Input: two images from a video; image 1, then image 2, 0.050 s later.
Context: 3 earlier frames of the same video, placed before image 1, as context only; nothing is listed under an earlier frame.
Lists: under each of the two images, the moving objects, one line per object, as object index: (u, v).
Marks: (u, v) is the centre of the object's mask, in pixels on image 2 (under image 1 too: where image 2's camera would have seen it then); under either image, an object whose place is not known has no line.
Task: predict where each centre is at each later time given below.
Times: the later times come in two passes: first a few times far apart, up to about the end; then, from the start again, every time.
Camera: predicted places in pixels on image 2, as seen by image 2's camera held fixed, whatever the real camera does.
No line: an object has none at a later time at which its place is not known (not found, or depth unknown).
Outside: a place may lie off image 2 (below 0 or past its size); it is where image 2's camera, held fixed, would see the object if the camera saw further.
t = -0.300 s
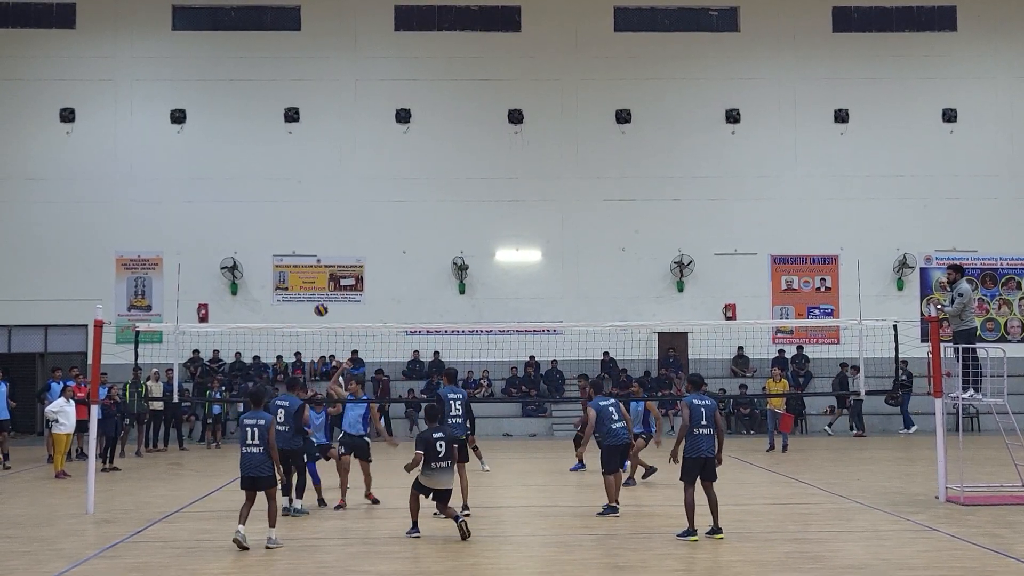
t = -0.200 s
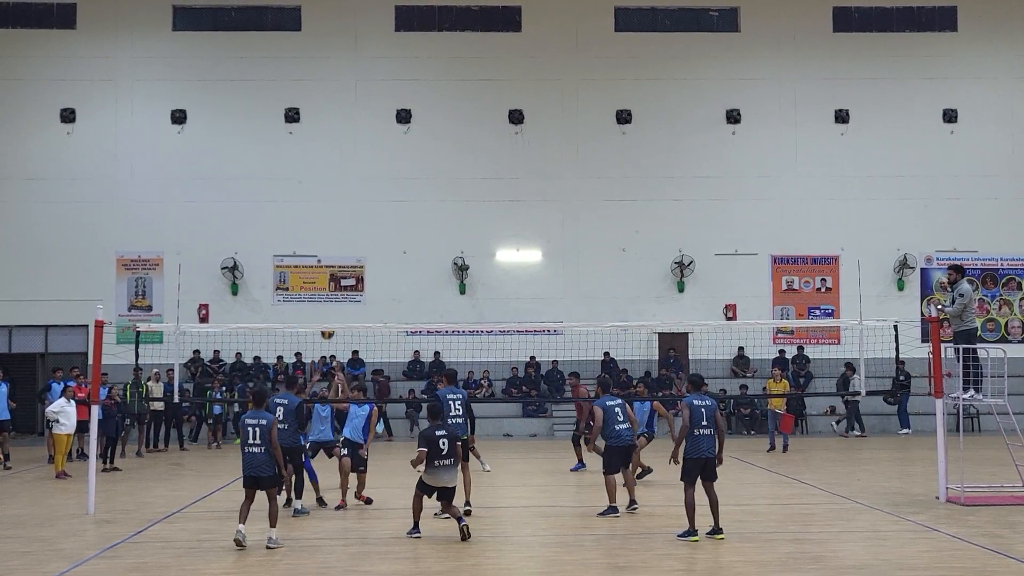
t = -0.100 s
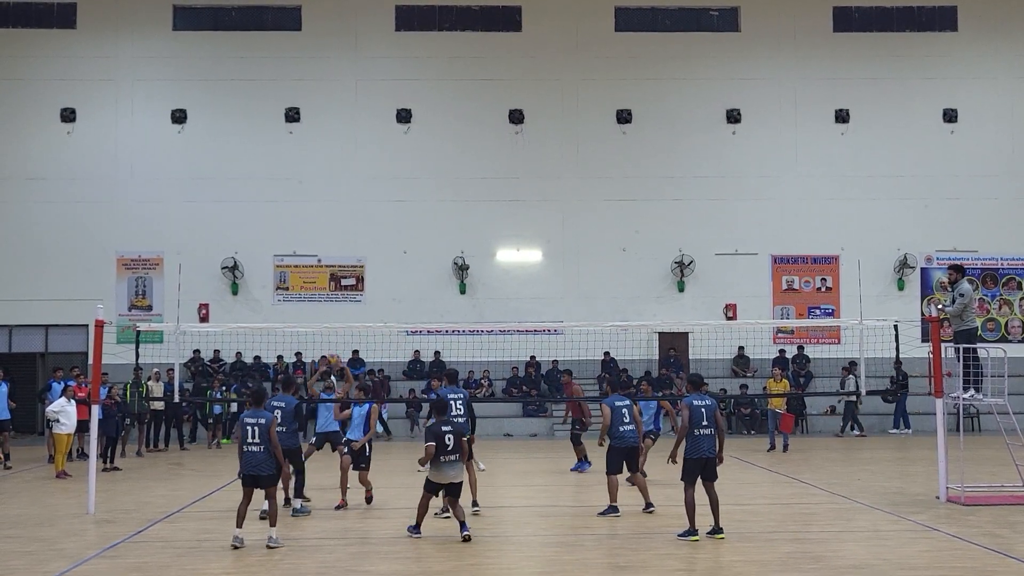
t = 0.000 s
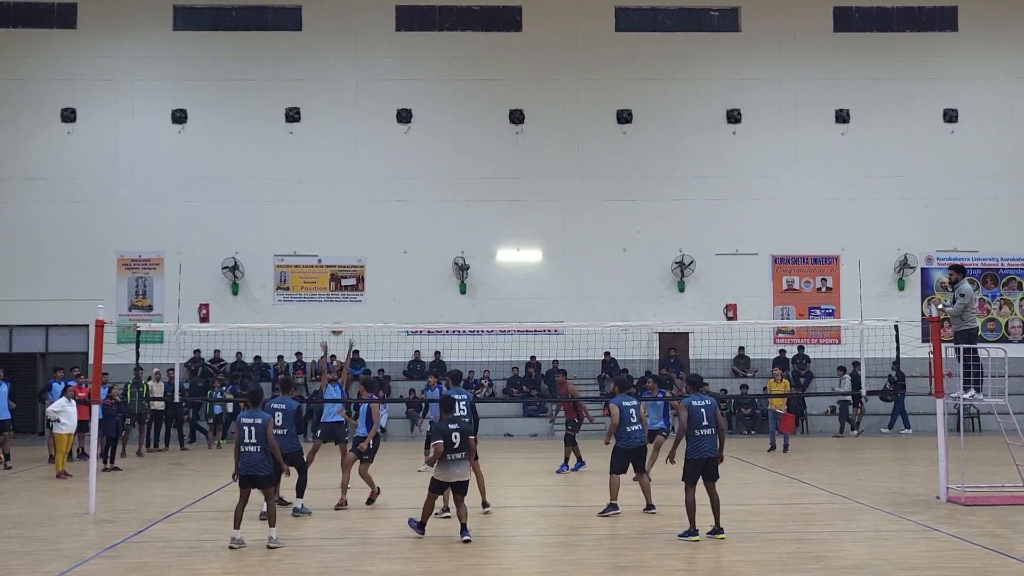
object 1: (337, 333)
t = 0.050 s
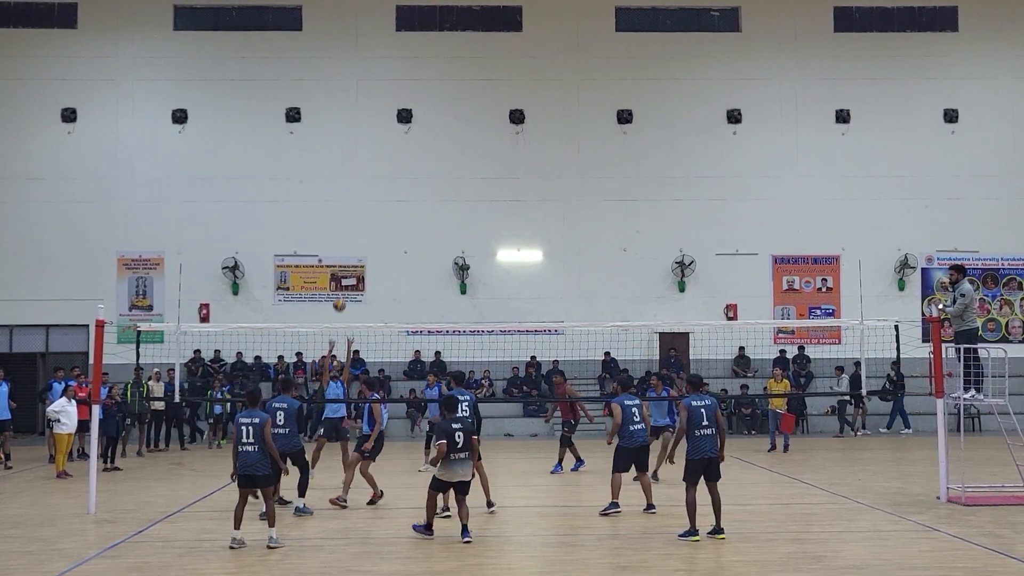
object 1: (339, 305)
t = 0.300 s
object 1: (350, 213)
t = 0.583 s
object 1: (362, 160)
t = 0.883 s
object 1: (376, 159)
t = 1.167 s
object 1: (388, 211)
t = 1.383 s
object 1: (397, 284)
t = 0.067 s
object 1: (340, 298)
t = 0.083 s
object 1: (341, 290)
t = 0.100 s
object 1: (343, 283)
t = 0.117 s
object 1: (344, 276)
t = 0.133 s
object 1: (345, 269)
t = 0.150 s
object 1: (344, 263)
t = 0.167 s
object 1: (345, 257)
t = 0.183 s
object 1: (346, 250)
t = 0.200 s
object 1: (346, 245)
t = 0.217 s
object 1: (347, 239)
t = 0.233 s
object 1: (348, 234)
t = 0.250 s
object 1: (348, 228)
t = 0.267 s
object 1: (349, 223)
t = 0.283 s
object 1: (350, 218)
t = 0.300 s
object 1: (350, 213)
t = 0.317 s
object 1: (351, 208)
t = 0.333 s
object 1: (352, 204)
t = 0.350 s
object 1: (352, 200)
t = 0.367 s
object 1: (353, 196)
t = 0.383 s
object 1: (354, 192)
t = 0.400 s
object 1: (355, 188)
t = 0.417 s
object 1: (355, 185)
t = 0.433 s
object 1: (356, 182)
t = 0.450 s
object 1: (357, 178)
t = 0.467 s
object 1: (358, 175)
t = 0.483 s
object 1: (358, 173)
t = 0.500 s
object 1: (359, 170)
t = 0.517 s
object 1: (360, 167)
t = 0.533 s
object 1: (360, 165)
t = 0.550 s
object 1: (361, 163)
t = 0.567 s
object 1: (362, 161)
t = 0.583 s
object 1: (362, 160)
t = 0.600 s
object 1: (363, 158)
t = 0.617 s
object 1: (364, 157)
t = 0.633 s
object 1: (365, 155)
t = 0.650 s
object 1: (365, 154)
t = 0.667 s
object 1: (366, 153)
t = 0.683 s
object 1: (367, 153)
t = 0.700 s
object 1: (368, 152)
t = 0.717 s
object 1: (368, 152)
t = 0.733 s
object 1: (369, 152)
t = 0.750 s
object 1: (370, 152)
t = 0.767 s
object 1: (370, 152)
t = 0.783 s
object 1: (371, 153)
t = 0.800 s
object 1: (372, 153)
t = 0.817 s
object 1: (373, 154)
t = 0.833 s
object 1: (373, 155)
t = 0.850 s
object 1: (374, 156)
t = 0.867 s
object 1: (375, 157)
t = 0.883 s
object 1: (376, 159)
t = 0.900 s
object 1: (376, 161)
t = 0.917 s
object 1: (377, 163)
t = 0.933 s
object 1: (378, 165)
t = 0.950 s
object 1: (379, 167)
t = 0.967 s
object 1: (379, 169)
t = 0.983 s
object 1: (380, 172)
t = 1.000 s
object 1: (381, 175)
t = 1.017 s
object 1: (382, 177)
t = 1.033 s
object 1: (382, 180)
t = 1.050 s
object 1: (383, 183)
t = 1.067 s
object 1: (384, 187)
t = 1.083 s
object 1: (384, 191)
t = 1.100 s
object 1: (385, 194)
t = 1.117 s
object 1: (386, 198)
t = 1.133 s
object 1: (386, 202)
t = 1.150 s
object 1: (387, 207)
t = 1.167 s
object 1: (388, 211)
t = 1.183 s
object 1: (388, 216)
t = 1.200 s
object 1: (389, 220)
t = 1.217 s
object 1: (390, 225)
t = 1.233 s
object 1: (391, 231)
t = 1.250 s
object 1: (391, 236)
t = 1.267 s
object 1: (392, 241)
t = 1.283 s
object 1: (393, 247)
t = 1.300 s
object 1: (393, 253)
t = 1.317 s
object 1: (394, 259)
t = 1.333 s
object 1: (395, 265)
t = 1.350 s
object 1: (395, 271)
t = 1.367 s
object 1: (396, 278)
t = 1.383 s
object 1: (397, 284)
